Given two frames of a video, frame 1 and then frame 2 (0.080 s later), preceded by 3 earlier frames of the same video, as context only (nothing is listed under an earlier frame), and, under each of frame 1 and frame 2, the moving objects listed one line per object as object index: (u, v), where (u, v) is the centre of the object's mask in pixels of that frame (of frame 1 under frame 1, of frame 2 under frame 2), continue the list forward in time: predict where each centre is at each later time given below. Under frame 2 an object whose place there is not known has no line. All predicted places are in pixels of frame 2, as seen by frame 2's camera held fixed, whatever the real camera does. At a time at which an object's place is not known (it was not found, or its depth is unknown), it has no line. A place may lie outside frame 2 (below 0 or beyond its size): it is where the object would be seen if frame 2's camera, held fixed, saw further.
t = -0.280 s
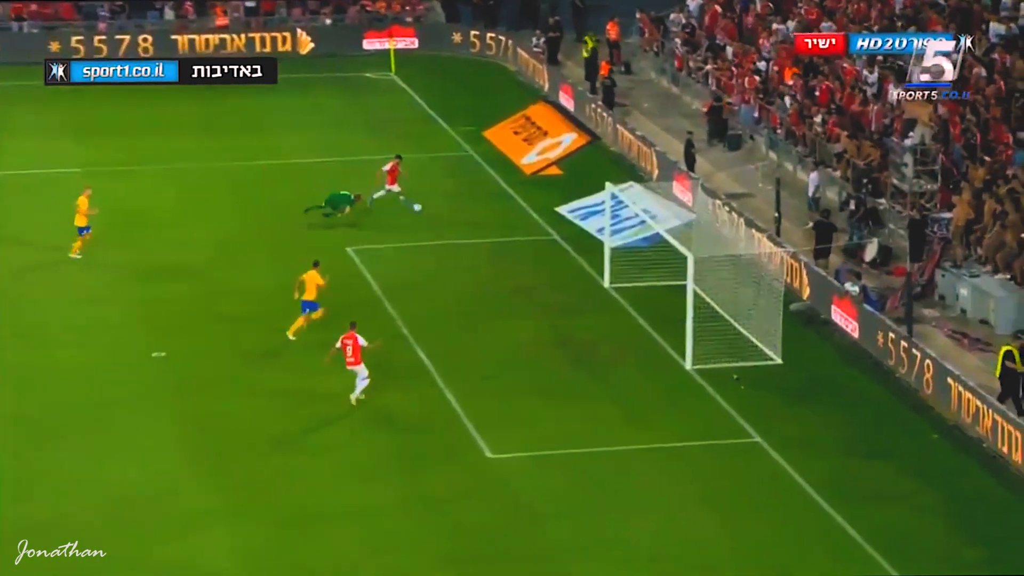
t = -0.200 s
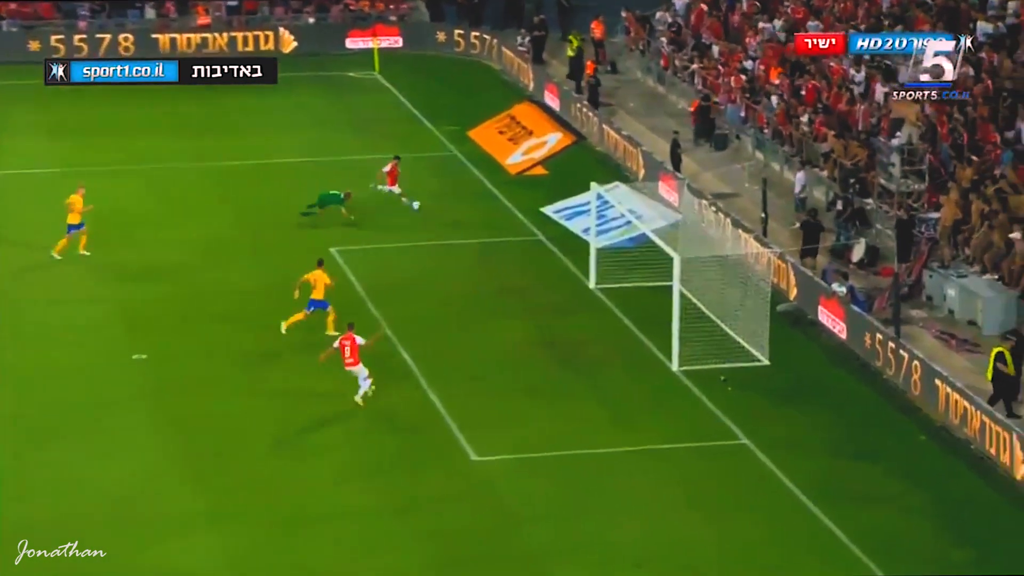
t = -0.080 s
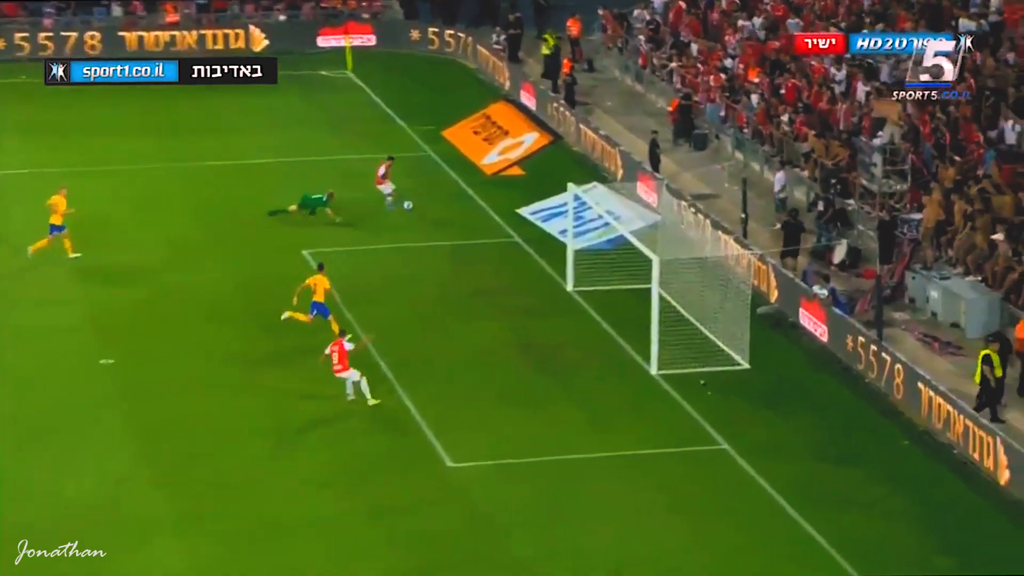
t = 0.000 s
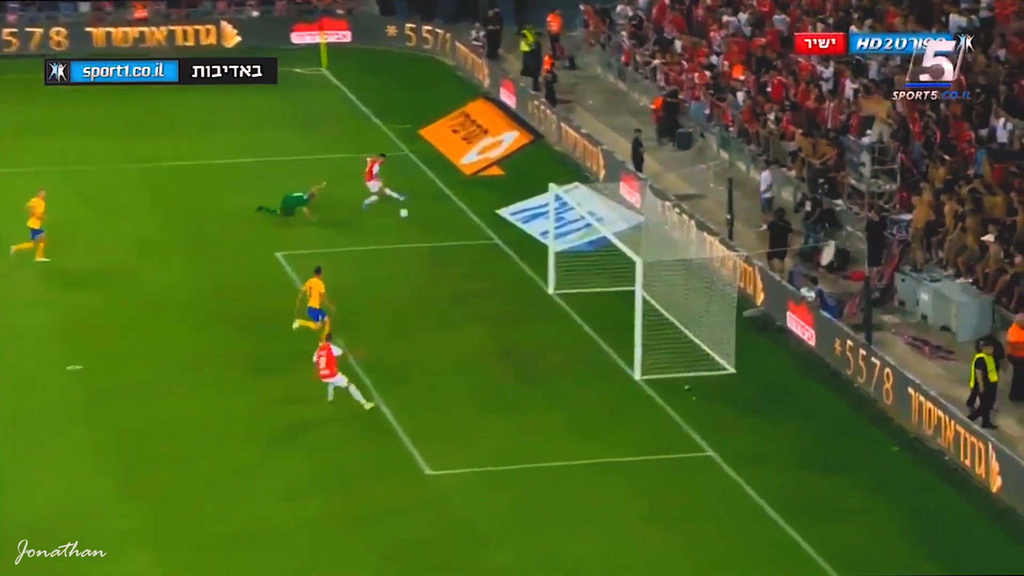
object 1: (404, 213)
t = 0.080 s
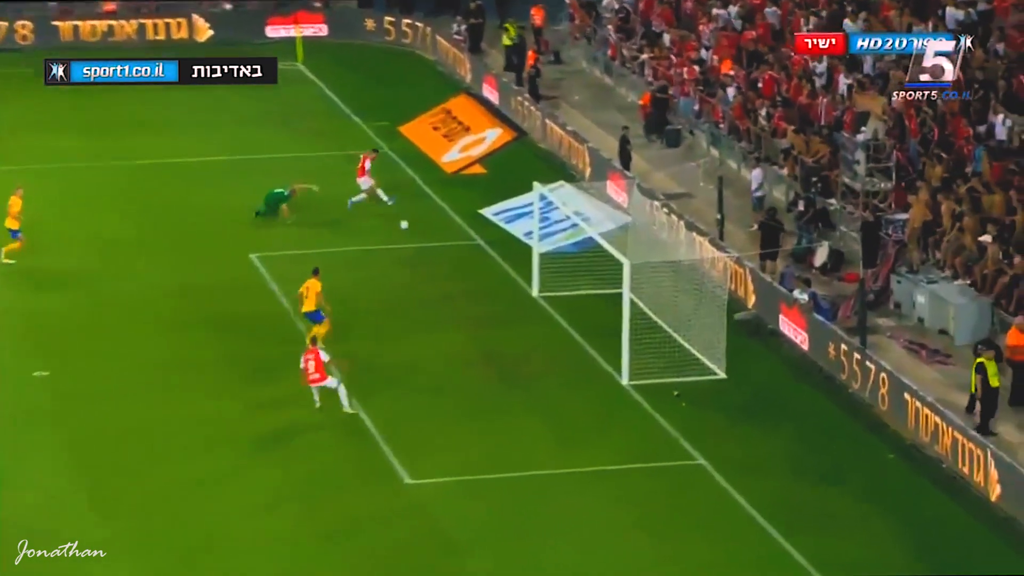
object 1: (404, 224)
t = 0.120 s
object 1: (414, 231)
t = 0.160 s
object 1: (424, 237)
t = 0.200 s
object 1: (433, 243)
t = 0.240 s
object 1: (438, 246)
